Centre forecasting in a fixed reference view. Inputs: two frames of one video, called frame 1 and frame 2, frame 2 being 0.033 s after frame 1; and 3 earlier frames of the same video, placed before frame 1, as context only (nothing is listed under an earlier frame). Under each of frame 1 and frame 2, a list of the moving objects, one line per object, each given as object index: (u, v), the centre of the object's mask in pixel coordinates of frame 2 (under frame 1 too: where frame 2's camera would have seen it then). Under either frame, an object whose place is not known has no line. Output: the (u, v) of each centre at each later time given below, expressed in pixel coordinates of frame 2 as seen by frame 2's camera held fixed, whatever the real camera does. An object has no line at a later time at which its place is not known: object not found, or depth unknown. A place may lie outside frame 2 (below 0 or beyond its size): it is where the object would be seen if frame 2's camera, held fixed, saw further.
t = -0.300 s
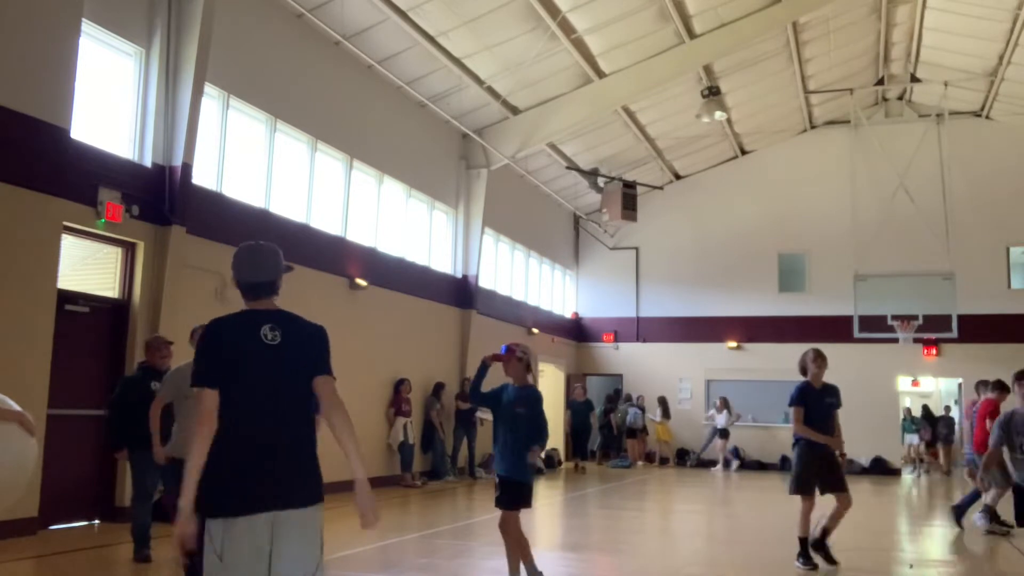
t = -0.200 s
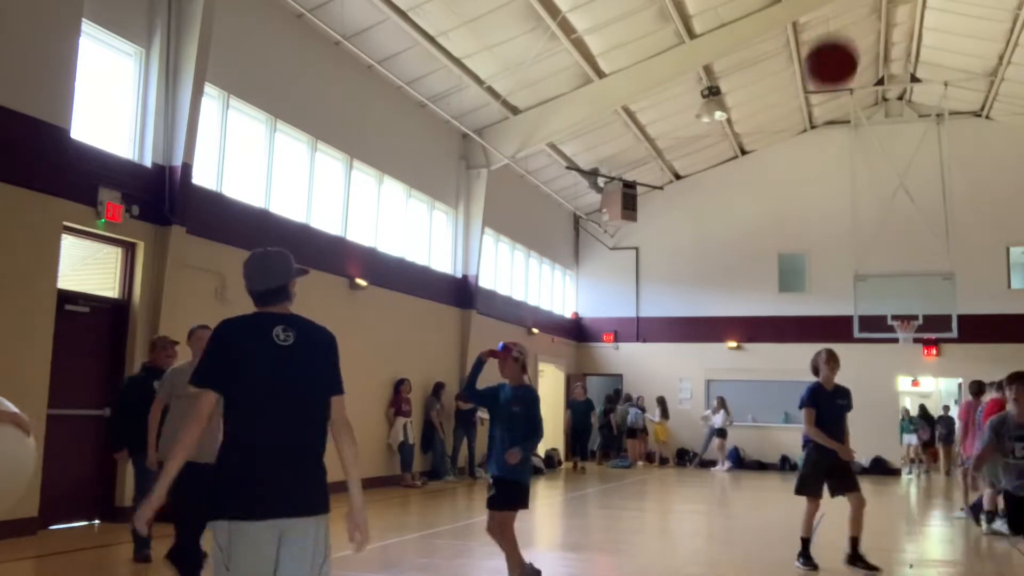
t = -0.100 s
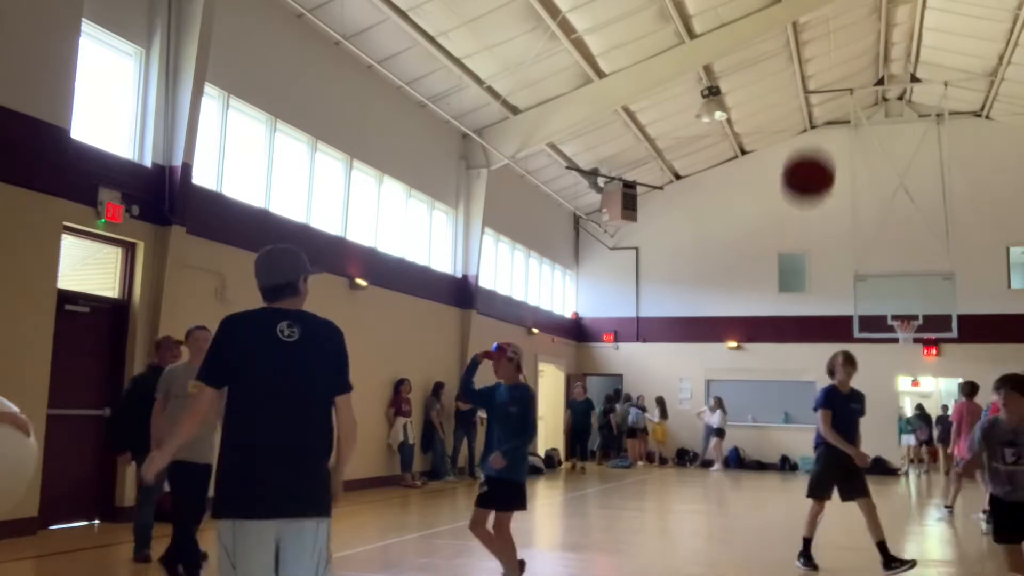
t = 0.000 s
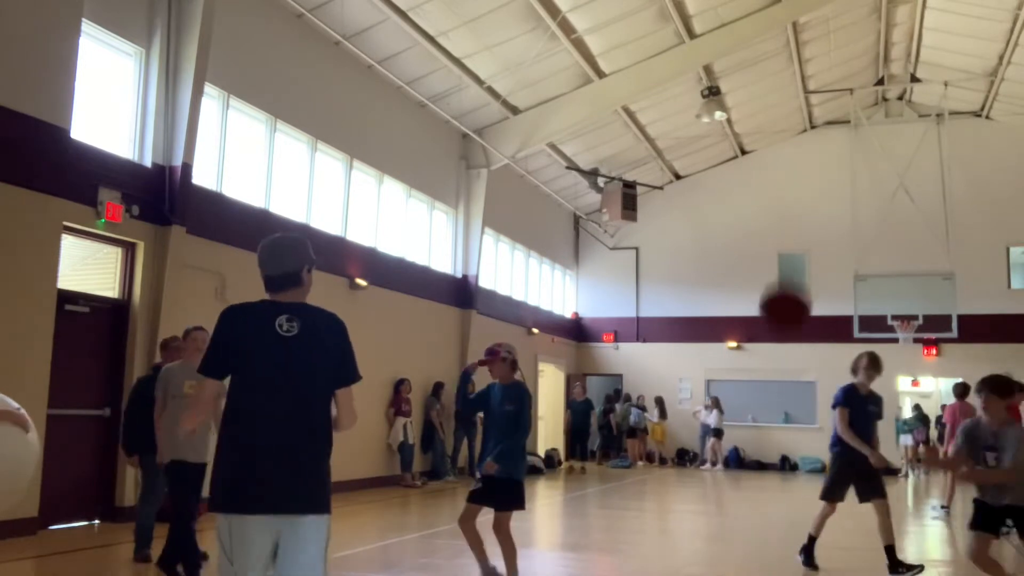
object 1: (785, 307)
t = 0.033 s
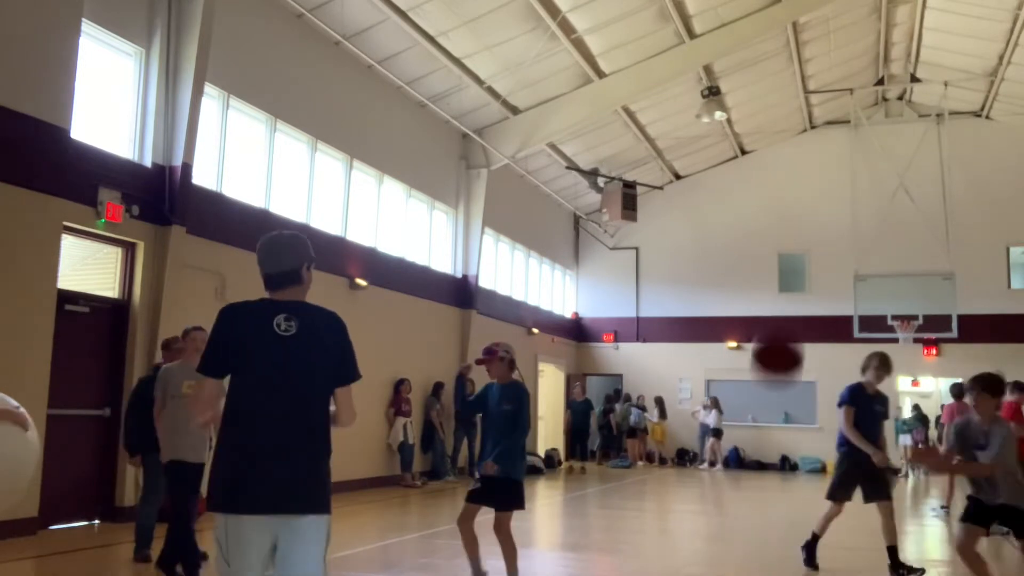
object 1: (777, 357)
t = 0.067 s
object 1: (771, 405)
